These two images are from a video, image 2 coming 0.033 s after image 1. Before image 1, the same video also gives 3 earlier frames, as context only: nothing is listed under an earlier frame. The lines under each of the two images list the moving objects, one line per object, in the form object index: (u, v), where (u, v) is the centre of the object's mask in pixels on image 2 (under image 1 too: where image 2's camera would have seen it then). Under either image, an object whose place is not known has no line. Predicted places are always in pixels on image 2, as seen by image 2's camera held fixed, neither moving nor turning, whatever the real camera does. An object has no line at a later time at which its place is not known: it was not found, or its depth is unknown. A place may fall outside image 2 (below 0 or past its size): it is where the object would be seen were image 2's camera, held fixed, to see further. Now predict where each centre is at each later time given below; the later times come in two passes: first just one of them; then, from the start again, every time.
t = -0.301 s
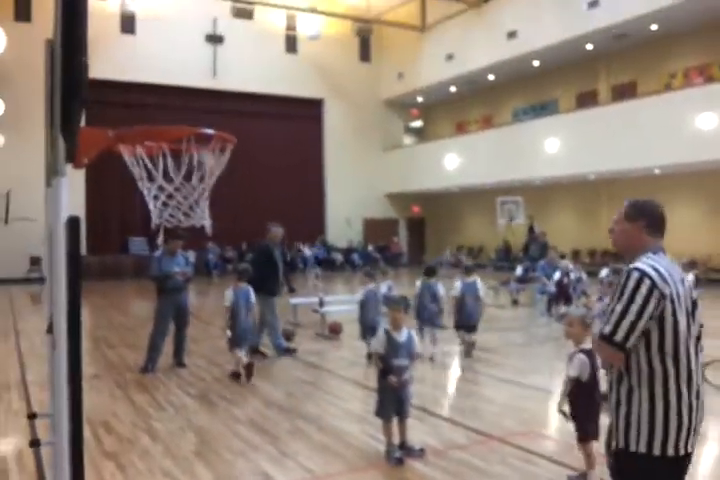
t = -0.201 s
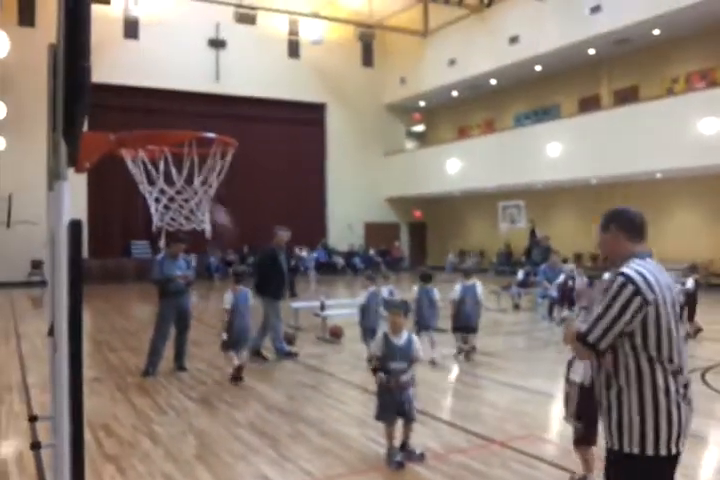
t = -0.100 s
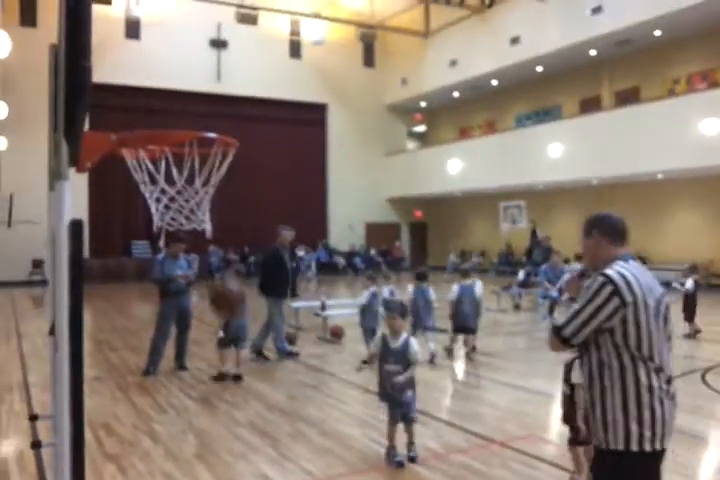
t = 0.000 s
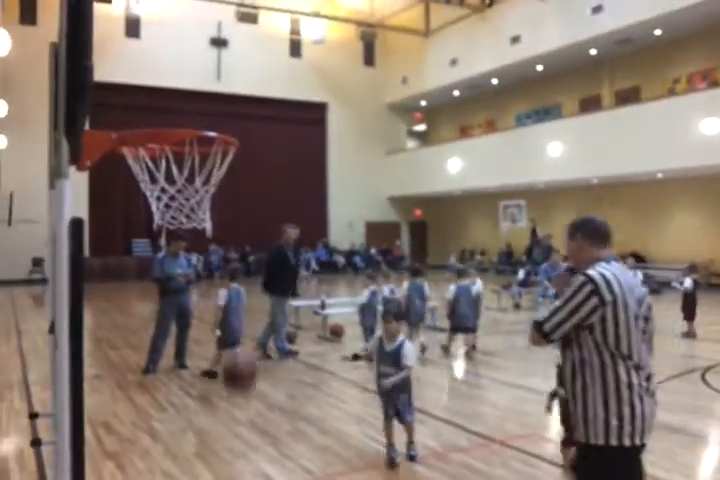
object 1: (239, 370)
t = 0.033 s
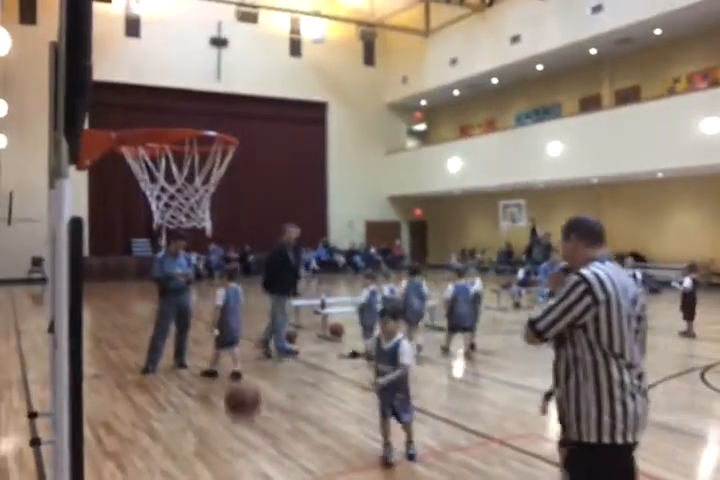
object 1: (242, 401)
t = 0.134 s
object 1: (253, 470)
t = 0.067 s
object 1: (246, 431)
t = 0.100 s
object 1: (249, 459)
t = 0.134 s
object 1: (253, 470)
